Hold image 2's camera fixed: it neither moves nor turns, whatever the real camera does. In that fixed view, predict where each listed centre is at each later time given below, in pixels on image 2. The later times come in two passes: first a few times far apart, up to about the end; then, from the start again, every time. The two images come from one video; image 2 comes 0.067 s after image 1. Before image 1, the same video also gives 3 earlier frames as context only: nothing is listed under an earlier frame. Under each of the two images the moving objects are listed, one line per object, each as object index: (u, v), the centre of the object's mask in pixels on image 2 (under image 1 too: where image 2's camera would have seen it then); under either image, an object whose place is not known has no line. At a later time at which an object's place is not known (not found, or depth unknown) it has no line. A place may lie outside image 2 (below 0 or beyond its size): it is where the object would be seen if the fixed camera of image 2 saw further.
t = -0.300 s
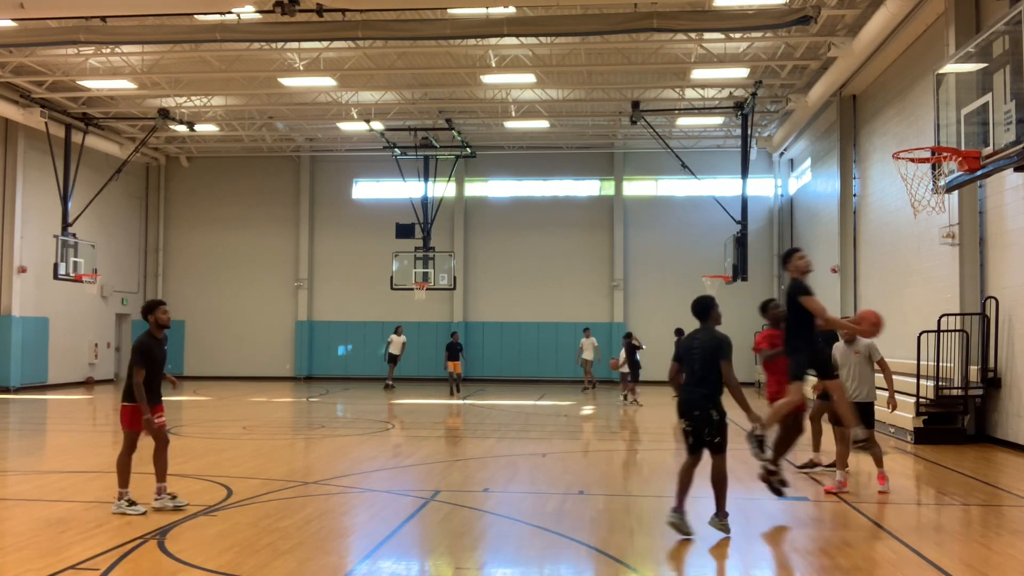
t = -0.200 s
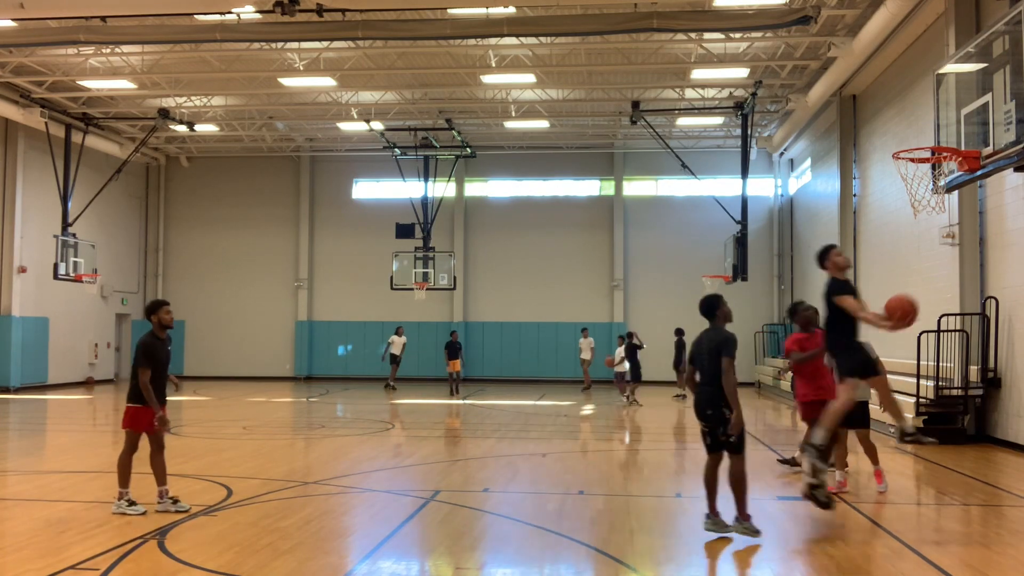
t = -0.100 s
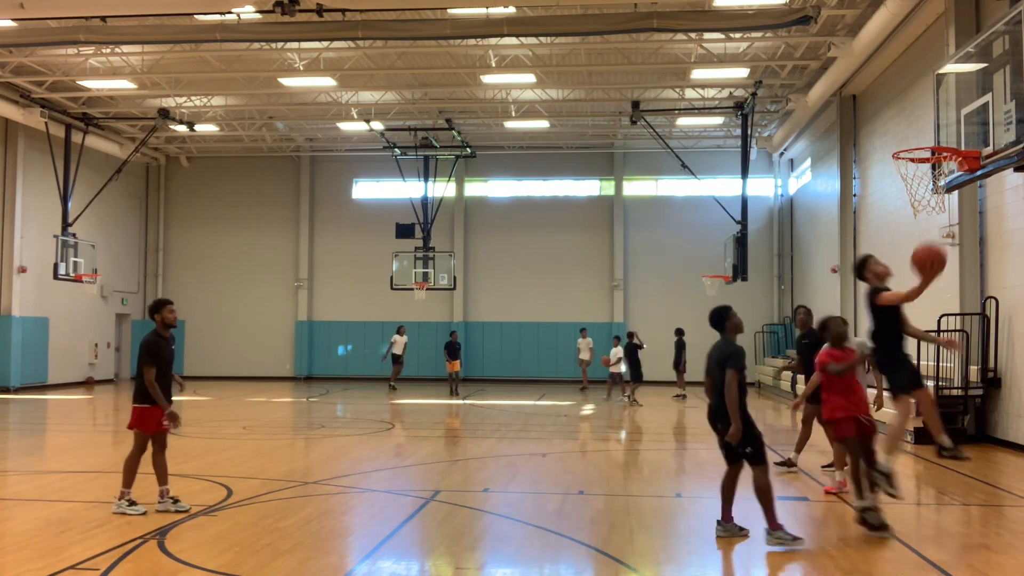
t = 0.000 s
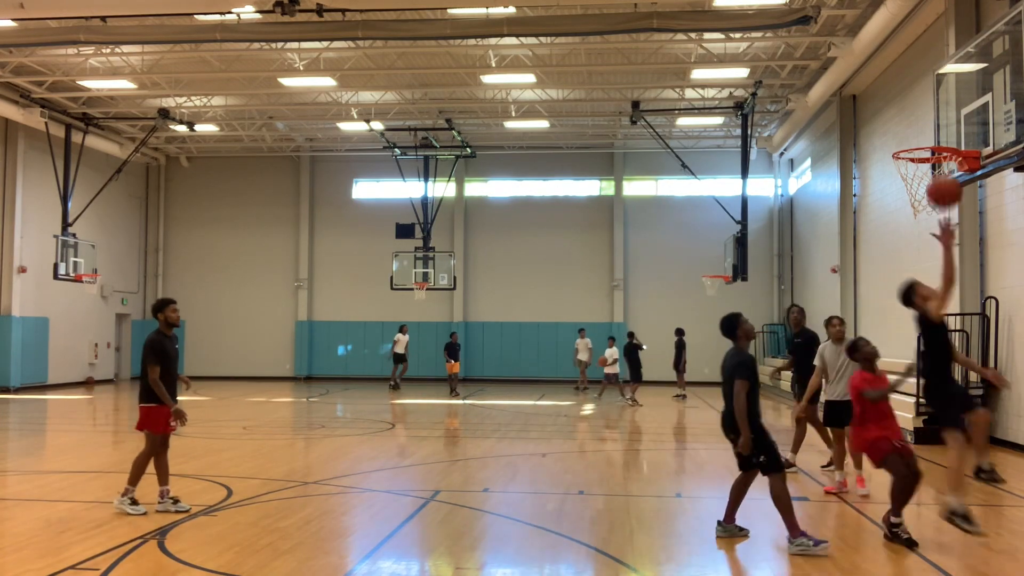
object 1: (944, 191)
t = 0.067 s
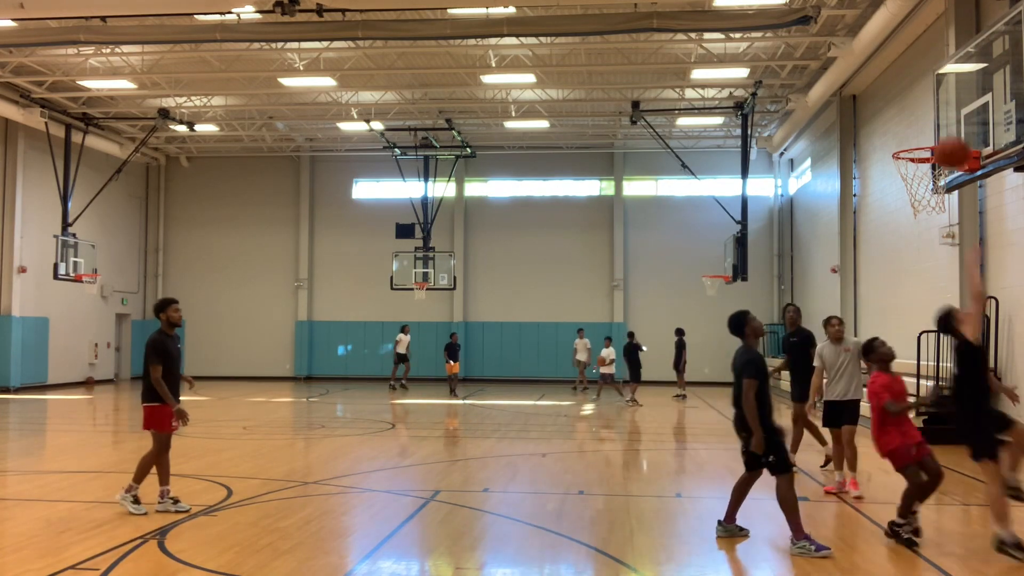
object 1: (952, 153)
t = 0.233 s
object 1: (969, 86)
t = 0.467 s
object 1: (966, 64)
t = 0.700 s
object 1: (929, 122)
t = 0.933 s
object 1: (914, 204)
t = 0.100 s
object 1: (955, 136)
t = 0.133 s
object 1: (958, 121)
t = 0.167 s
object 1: (962, 108)
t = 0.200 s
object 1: (965, 96)
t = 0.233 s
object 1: (969, 86)
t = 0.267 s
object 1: (972, 77)
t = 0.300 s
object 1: (976, 69)
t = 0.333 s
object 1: (979, 64)
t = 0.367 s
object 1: (982, 60)
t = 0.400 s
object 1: (978, 60)
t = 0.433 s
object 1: (972, 61)
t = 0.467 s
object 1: (966, 64)
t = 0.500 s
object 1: (961, 69)
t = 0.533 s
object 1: (955, 74)
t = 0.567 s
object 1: (950, 82)
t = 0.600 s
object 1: (945, 90)
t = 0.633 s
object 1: (940, 100)
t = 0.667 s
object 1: (934, 111)
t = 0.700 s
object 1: (929, 122)
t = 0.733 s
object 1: (924, 135)
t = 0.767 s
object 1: (920, 149)
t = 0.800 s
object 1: (918, 159)
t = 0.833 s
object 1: (916, 170)
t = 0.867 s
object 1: (915, 182)
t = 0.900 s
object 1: (914, 194)
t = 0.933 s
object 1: (914, 204)
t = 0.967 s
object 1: (914, 216)
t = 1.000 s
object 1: (914, 228)
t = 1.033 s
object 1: (914, 241)
